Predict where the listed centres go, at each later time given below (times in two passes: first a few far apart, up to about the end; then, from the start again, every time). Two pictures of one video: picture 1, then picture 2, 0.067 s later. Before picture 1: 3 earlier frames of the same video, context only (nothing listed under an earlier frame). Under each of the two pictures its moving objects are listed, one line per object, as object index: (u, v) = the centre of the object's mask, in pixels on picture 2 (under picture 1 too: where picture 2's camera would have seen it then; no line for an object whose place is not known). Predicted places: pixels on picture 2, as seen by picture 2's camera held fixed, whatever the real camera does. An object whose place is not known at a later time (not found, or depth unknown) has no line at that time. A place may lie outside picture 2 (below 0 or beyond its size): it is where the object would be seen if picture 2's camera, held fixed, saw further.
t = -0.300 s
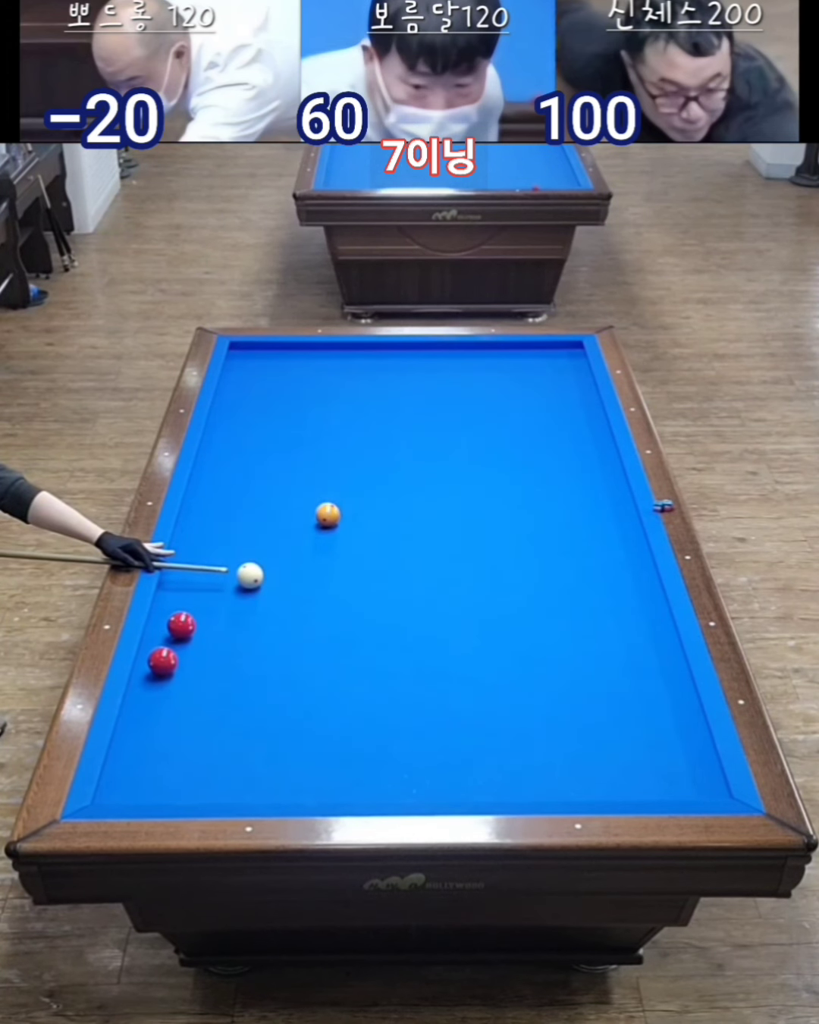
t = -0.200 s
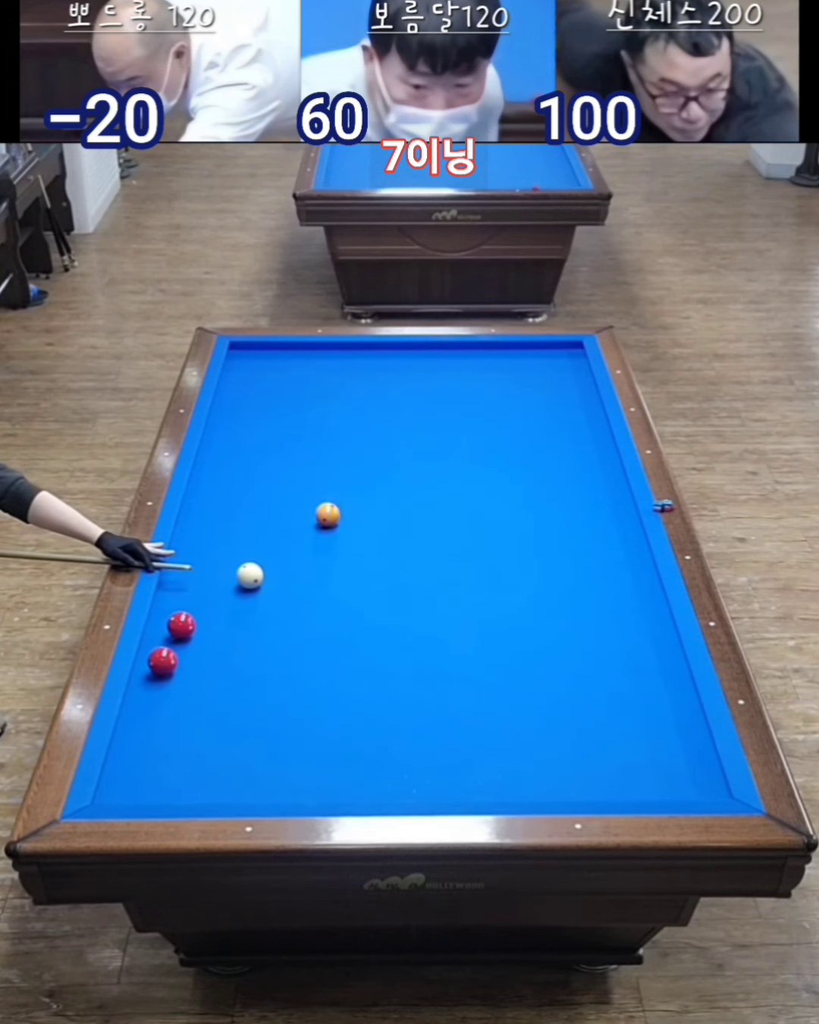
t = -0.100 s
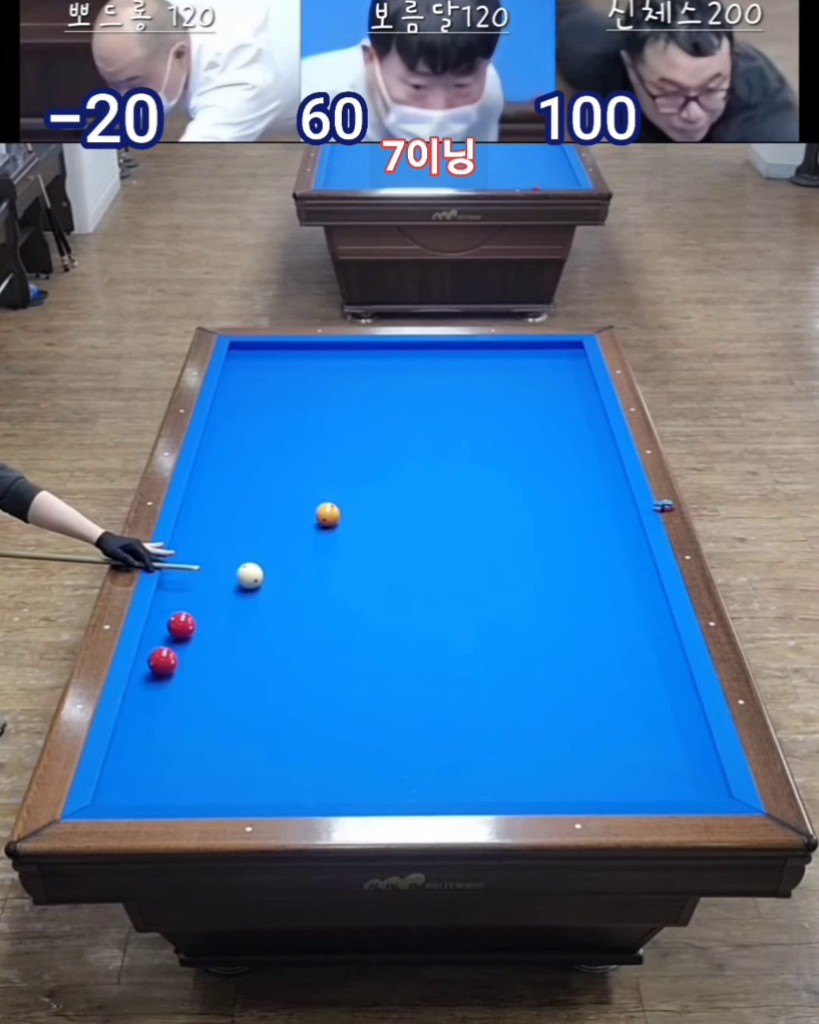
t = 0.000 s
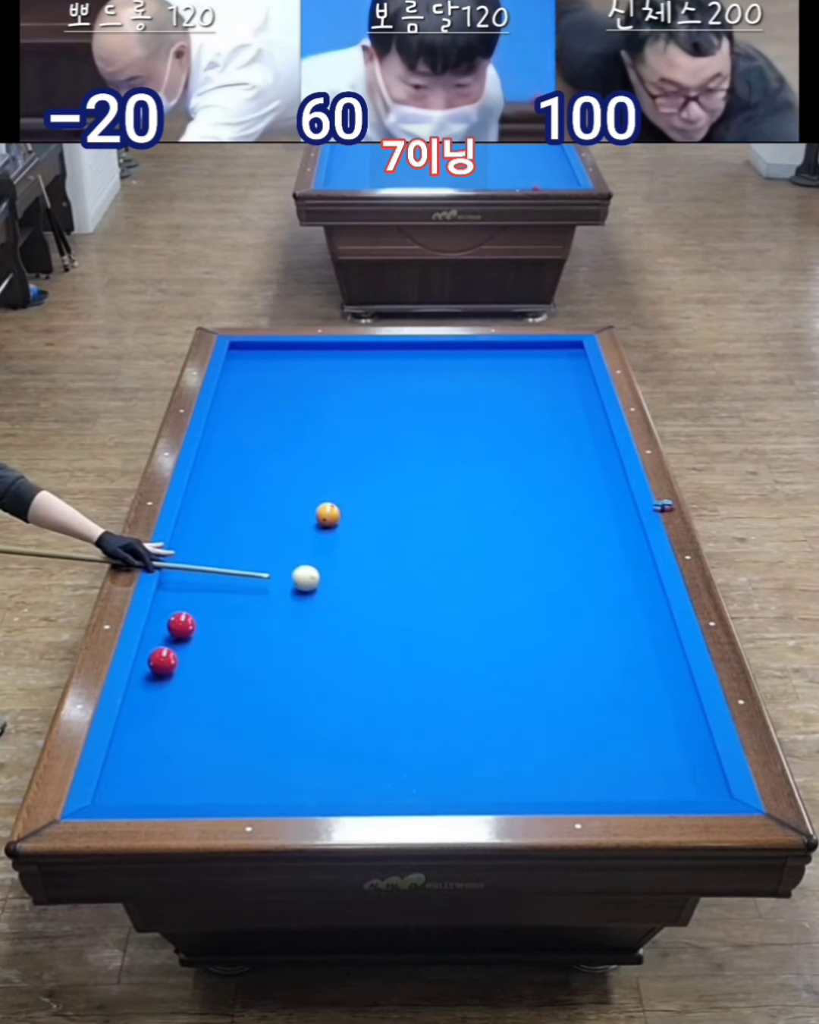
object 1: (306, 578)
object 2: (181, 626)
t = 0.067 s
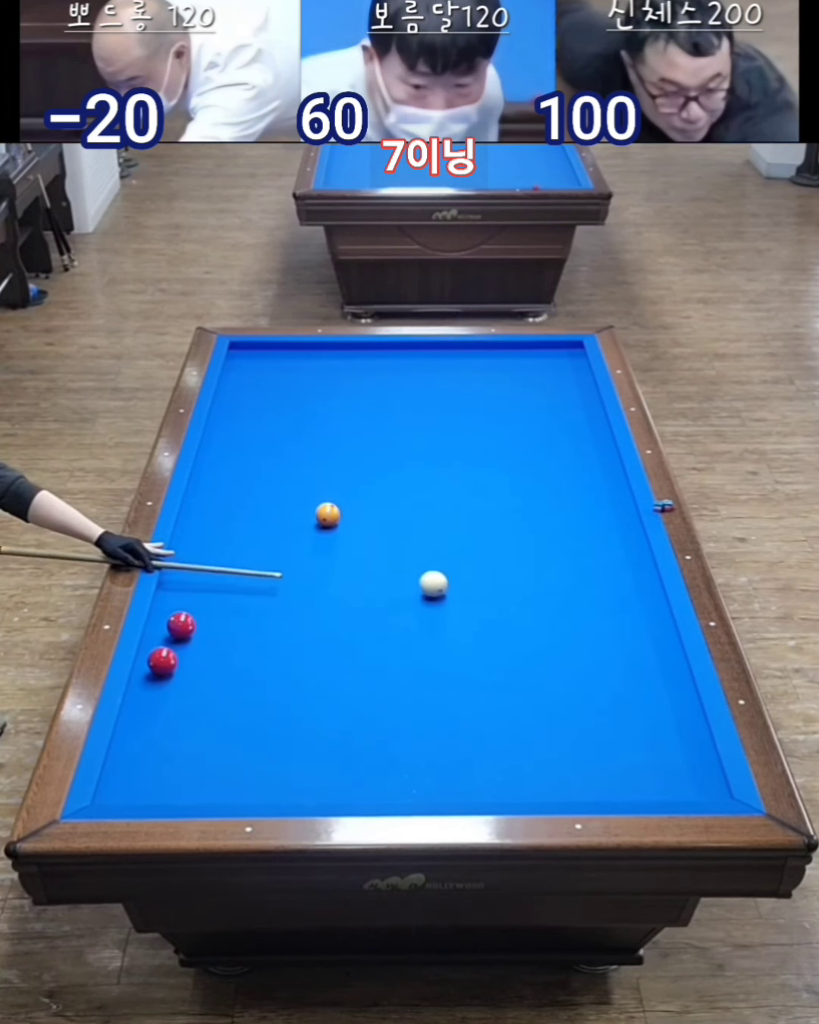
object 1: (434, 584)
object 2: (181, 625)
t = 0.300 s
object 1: (531, 601)
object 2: (181, 625)
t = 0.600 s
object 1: (335, 614)
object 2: (181, 625)
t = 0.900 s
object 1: (208, 622)
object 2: (173, 626)
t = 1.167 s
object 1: (205, 619)
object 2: (169, 633)
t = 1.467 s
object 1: (216, 614)
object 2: (168, 639)
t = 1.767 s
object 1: (221, 612)
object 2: (168, 641)
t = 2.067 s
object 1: (223, 611)
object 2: (168, 641)
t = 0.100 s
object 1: (498, 587)
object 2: (181, 625)
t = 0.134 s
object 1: (562, 589)
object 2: (181, 625)
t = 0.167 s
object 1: (626, 592)
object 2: (181, 625)
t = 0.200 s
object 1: (630, 595)
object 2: (181, 625)
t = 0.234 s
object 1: (594, 597)
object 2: (181, 625)
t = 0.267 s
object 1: (562, 599)
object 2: (181, 625)
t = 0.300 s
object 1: (531, 601)
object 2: (181, 625)
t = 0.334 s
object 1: (499, 603)
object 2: (181, 625)
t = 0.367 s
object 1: (467, 606)
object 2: (181, 625)
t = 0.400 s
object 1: (436, 608)
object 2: (181, 625)
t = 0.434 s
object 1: (413, 609)
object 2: (181, 625)
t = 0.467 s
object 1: (397, 610)
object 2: (181, 625)
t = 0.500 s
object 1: (381, 611)
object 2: (181, 625)
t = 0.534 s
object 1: (366, 612)
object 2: (181, 625)
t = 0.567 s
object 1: (351, 613)
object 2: (181, 625)
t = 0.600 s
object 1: (335, 614)
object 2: (181, 625)
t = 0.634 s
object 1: (320, 615)
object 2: (181, 625)
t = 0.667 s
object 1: (305, 616)
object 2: (181, 625)
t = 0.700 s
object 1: (290, 617)
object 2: (181, 625)
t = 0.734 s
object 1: (275, 618)
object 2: (181, 625)
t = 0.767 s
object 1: (260, 619)
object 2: (181, 625)
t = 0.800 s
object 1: (245, 620)
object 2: (181, 625)
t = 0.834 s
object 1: (230, 621)
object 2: (181, 625)
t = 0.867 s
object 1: (215, 622)
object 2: (181, 625)
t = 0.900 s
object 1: (208, 622)
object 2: (173, 626)
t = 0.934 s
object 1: (206, 622)
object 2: (163, 627)
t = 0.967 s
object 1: (202, 622)
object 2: (162, 628)
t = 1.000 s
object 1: (200, 622)
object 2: (167, 628)
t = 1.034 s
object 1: (199, 622)
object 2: (170, 629)
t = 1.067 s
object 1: (200, 621)
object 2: (170, 630)
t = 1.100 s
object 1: (202, 620)
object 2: (170, 631)
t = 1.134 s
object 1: (203, 620)
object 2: (170, 633)
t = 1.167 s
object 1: (205, 619)
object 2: (169, 633)
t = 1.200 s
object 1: (207, 618)
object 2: (169, 634)
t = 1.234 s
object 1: (208, 618)
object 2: (169, 635)
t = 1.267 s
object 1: (209, 617)
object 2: (169, 636)
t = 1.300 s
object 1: (211, 616)
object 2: (168, 637)
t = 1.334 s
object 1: (212, 616)
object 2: (168, 637)
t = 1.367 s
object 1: (213, 615)
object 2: (168, 638)
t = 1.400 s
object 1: (214, 615)
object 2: (168, 638)
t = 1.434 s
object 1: (215, 615)
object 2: (168, 639)
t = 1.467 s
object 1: (216, 614)
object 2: (168, 639)
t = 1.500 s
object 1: (217, 614)
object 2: (168, 640)
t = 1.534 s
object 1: (218, 613)
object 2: (168, 640)
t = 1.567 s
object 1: (218, 613)
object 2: (168, 641)
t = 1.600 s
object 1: (219, 613)
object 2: (168, 641)
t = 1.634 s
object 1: (220, 612)
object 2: (168, 641)
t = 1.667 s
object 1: (220, 612)
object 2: (168, 641)
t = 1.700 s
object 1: (221, 612)
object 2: (168, 641)
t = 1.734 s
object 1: (221, 612)
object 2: (168, 641)
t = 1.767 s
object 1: (221, 612)
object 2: (168, 641)
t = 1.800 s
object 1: (222, 611)
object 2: (168, 641)
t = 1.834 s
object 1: (222, 611)
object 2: (168, 641)
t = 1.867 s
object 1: (222, 611)
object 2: (168, 641)
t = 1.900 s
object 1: (223, 611)
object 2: (168, 641)
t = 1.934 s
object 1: (223, 611)
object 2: (168, 641)
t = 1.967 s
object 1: (223, 611)
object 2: (168, 641)
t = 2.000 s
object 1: (223, 611)
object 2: (168, 641)
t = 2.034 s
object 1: (223, 611)
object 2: (168, 641)
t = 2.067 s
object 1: (223, 611)
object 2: (168, 641)
